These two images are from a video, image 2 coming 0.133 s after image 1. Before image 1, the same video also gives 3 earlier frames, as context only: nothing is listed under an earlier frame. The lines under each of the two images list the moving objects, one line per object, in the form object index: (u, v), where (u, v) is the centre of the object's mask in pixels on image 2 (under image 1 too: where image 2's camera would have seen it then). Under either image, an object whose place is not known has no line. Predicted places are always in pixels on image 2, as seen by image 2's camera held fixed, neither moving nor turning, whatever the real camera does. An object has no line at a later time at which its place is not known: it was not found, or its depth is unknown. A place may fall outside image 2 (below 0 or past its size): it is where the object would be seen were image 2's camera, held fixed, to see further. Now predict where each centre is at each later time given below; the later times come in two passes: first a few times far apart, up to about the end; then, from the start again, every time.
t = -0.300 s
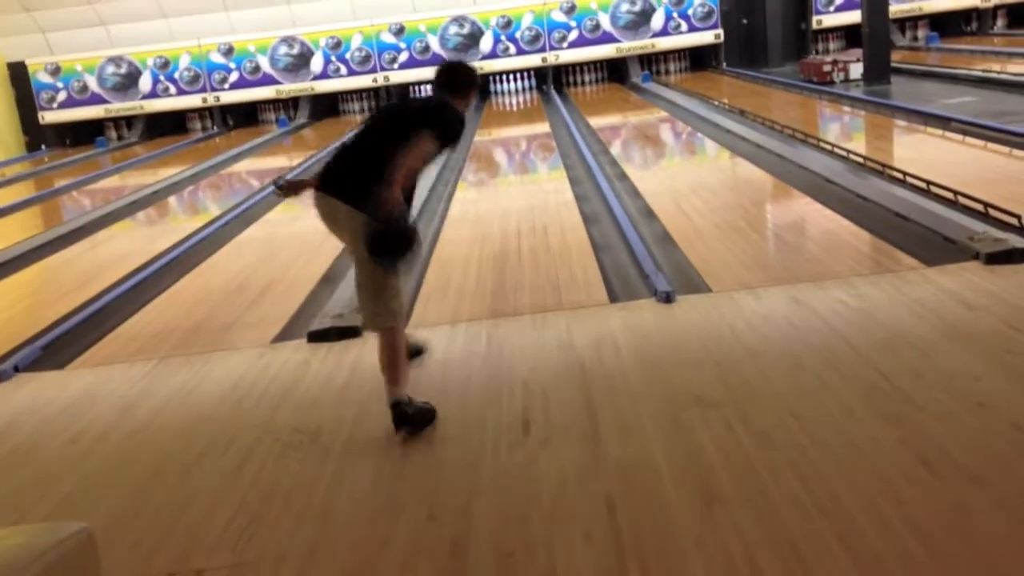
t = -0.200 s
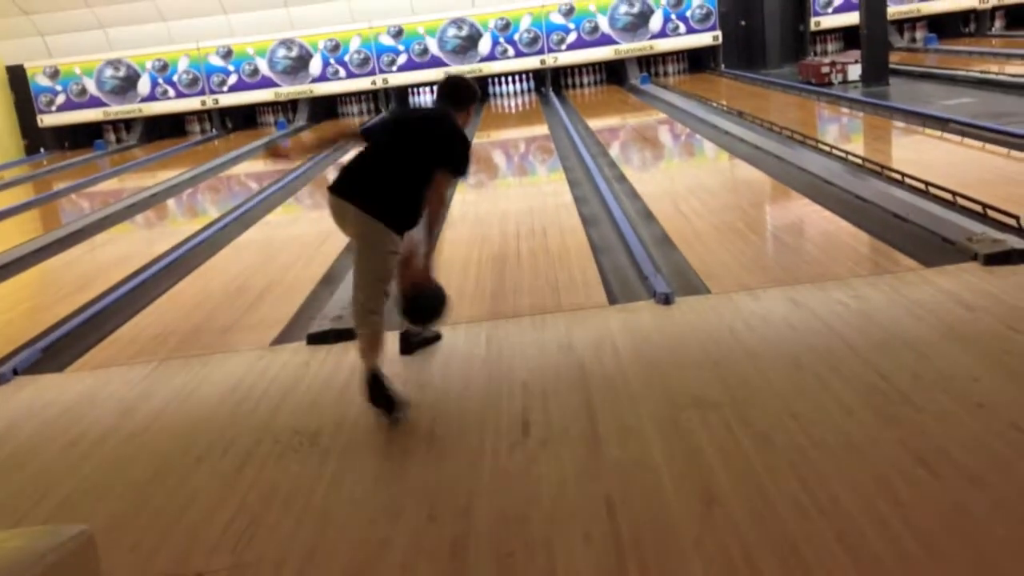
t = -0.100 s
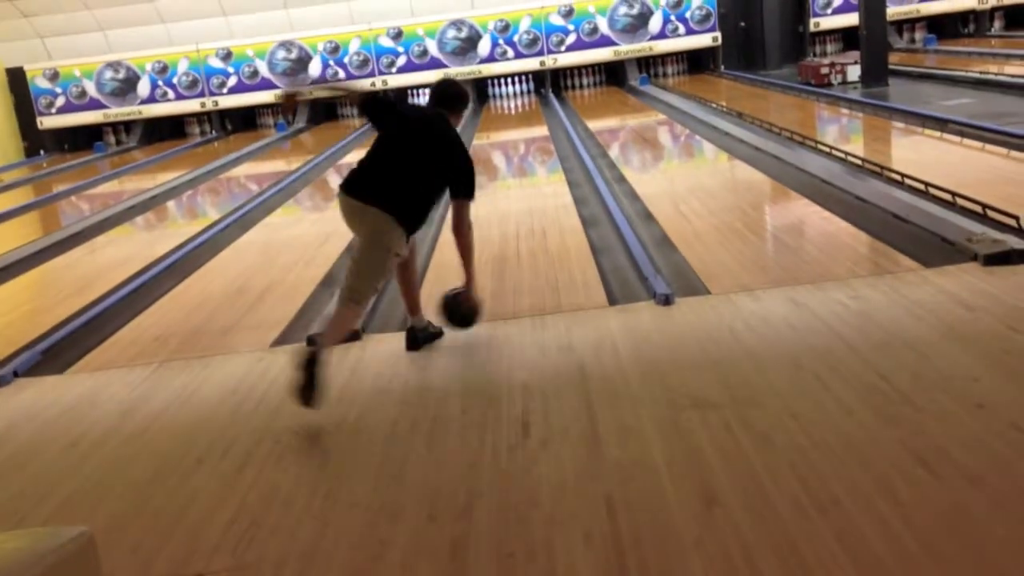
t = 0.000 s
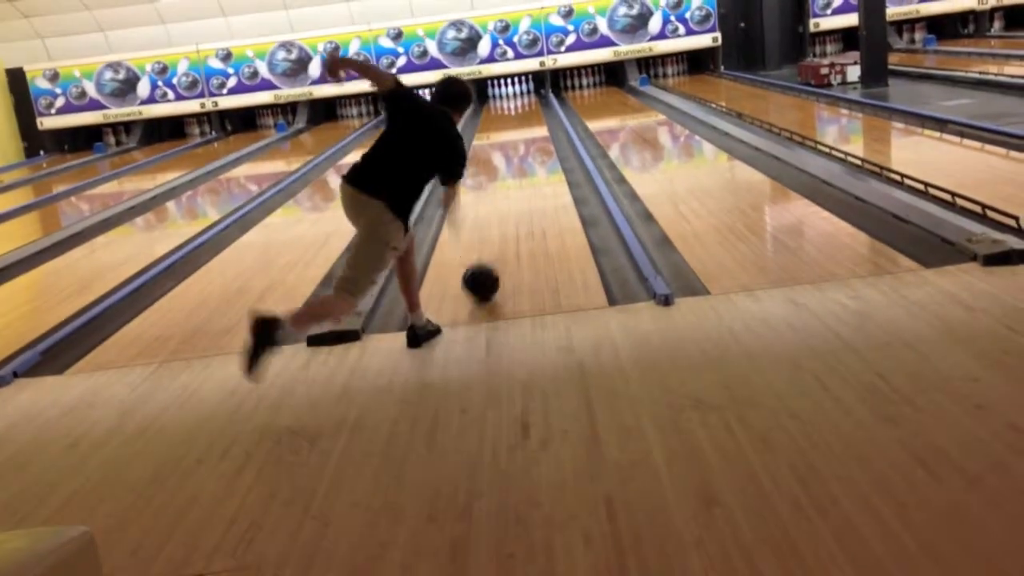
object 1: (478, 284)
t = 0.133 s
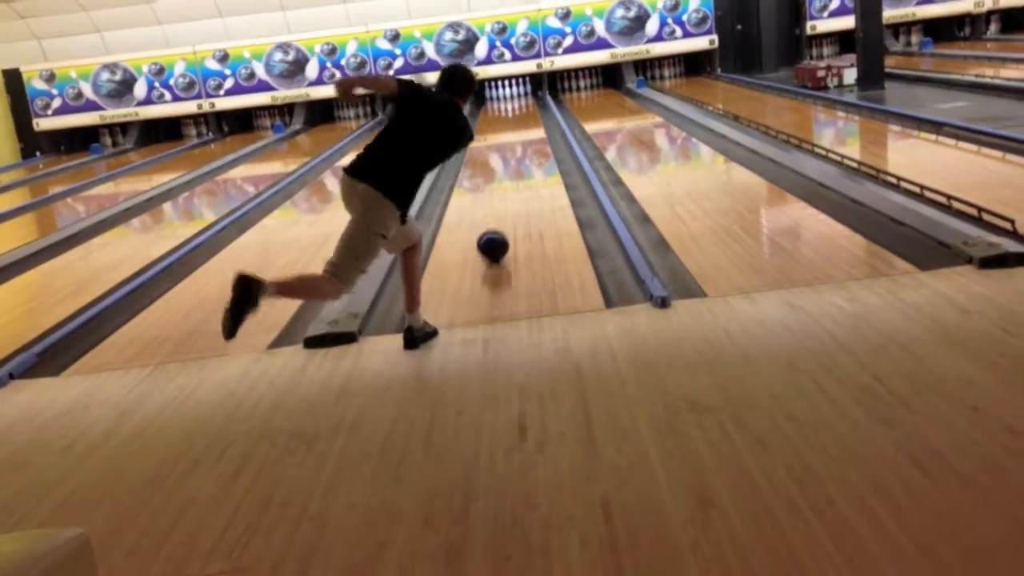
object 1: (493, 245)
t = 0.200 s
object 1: (498, 230)
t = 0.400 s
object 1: (511, 195)
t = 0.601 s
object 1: (519, 170)
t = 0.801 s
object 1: (524, 152)
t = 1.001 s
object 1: (529, 136)
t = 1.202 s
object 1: (531, 126)
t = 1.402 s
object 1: (532, 116)
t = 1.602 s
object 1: (531, 110)
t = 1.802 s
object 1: (529, 104)
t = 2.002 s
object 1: (525, 99)
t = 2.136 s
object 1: (522, 97)
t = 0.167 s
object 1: (496, 238)
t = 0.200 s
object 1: (498, 230)
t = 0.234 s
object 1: (501, 223)
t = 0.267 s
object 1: (503, 217)
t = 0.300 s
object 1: (505, 211)
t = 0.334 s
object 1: (507, 205)
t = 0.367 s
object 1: (509, 200)
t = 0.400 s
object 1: (511, 195)
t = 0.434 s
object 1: (513, 190)
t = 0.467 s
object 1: (514, 186)
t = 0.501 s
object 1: (515, 182)
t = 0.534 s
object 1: (516, 178)
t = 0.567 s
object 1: (518, 174)
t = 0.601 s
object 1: (519, 170)
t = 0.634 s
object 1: (520, 167)
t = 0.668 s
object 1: (521, 164)
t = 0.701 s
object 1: (522, 161)
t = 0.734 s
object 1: (523, 158)
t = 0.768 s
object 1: (524, 155)
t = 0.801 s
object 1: (524, 152)
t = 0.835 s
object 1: (525, 149)
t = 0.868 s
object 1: (526, 147)
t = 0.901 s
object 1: (526, 145)
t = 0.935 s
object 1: (527, 142)
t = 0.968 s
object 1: (528, 140)
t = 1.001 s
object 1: (529, 136)
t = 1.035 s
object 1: (529, 134)
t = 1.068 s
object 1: (530, 132)
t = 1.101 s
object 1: (530, 130)
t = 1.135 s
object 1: (530, 128)
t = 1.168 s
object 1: (531, 127)
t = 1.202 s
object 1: (531, 126)
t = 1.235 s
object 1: (532, 124)
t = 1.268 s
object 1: (532, 121)
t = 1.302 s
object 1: (532, 120)
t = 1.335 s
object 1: (532, 120)
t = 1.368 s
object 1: (532, 118)
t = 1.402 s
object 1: (532, 116)
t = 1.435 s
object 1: (532, 115)
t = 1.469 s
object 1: (532, 114)
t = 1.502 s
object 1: (532, 113)
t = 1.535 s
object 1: (532, 112)
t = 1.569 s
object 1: (531, 111)
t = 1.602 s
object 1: (531, 110)
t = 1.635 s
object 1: (531, 109)
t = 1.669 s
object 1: (531, 108)
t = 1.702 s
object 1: (530, 107)
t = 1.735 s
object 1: (530, 106)
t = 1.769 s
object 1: (530, 105)
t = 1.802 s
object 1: (529, 104)
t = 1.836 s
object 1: (529, 103)
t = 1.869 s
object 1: (528, 102)
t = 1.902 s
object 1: (528, 101)
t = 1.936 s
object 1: (527, 100)
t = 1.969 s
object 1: (525, 100)
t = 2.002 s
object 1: (525, 99)
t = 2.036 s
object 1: (524, 98)
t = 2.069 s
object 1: (523, 97)
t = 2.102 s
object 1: (522, 96)
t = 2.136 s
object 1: (522, 97)
